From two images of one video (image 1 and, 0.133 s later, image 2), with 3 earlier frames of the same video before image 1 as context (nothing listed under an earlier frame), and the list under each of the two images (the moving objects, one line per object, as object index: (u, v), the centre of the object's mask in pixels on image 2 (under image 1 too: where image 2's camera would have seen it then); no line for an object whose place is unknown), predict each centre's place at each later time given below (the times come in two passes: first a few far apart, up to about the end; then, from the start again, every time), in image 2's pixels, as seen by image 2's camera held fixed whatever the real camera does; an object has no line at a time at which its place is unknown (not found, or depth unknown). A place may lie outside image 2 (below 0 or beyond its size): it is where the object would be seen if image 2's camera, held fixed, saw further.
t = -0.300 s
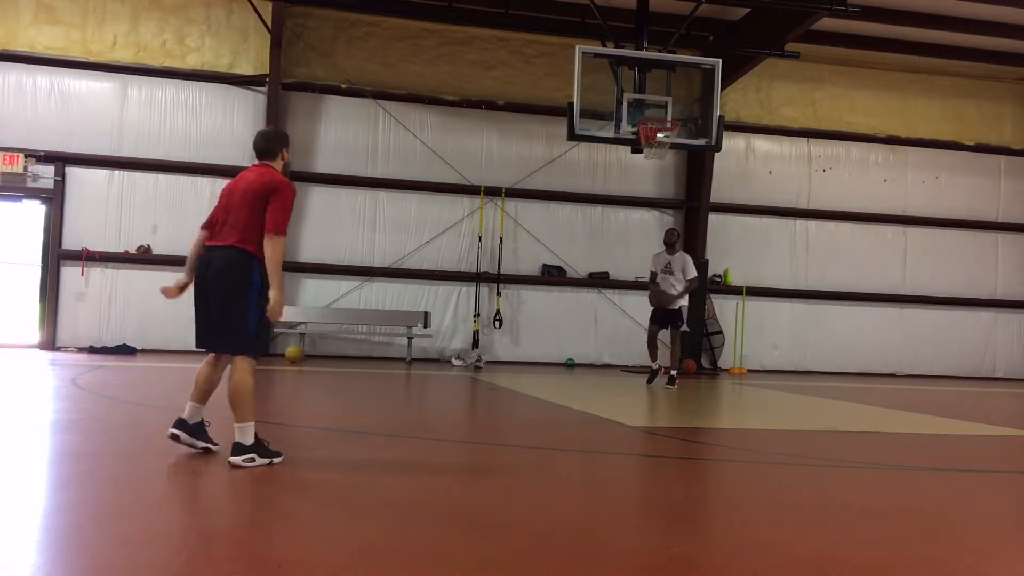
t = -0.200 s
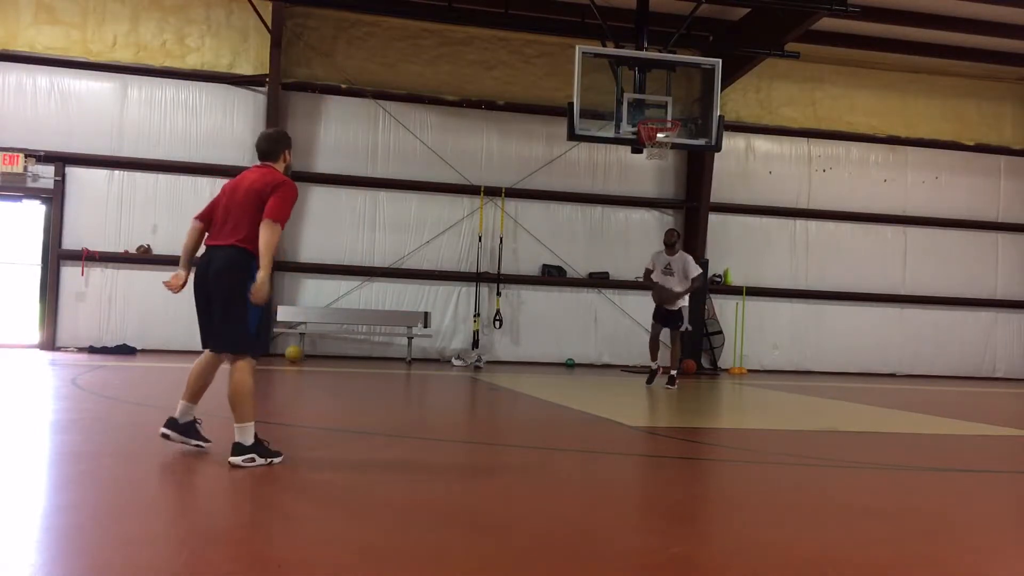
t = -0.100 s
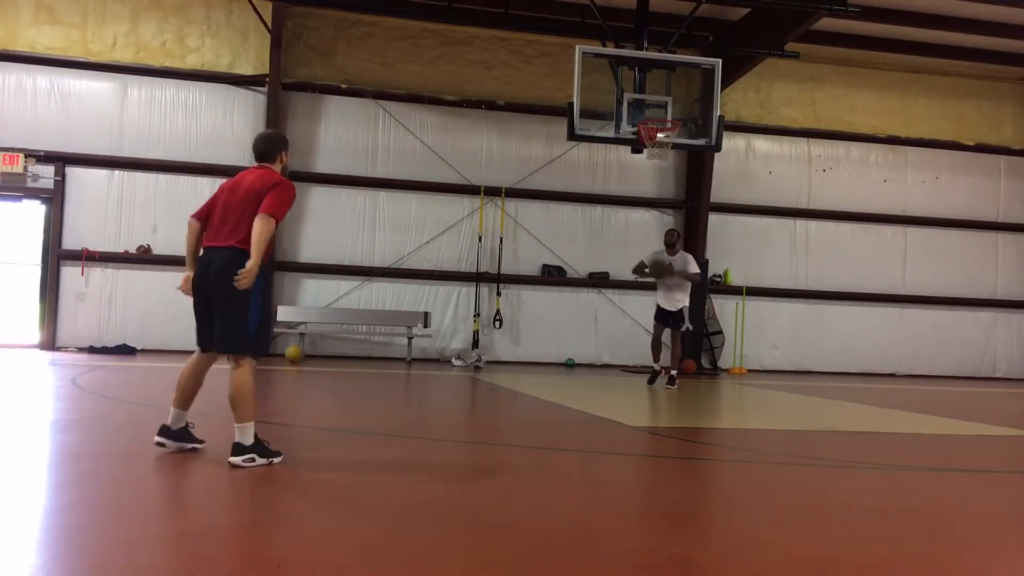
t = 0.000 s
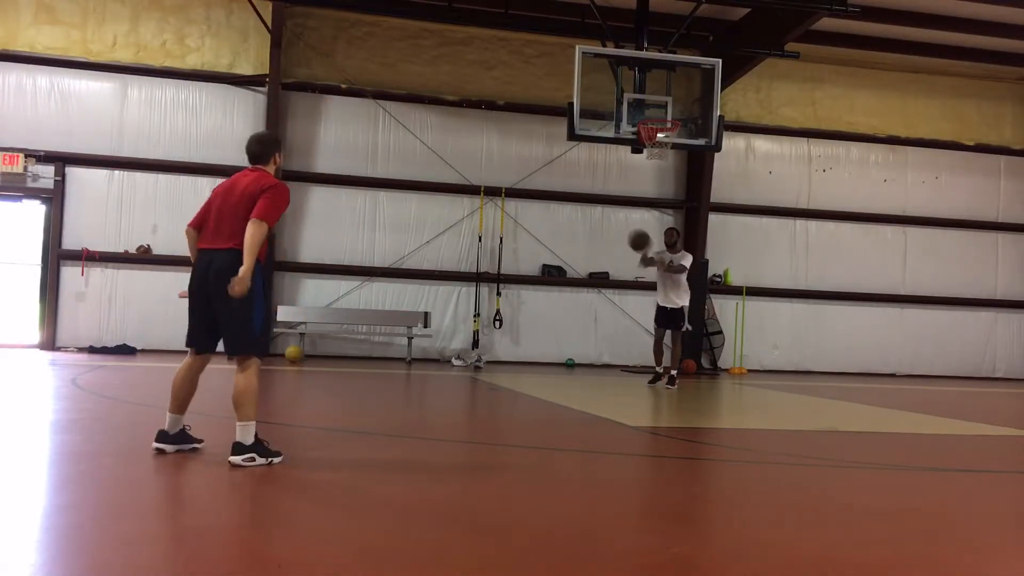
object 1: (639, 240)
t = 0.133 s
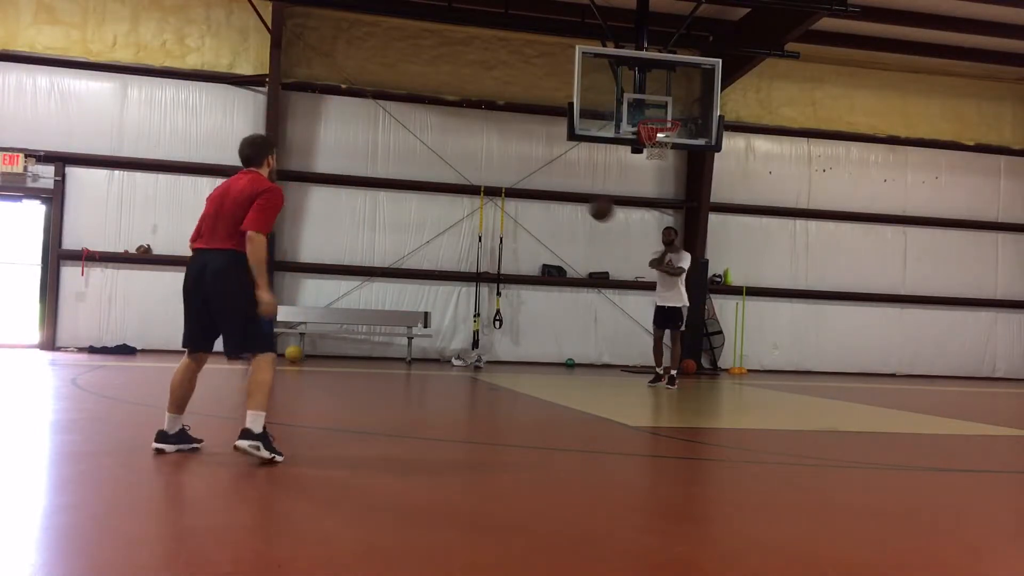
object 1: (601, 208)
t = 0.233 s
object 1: (566, 191)
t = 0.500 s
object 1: (432, 187)
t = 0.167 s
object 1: (590, 203)
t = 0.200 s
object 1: (578, 196)
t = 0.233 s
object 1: (566, 191)
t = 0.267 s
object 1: (552, 185)
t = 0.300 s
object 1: (539, 183)
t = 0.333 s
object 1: (524, 180)
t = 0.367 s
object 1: (507, 177)
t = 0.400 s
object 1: (491, 177)
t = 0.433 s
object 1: (471, 179)
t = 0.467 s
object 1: (451, 182)
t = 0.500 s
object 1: (432, 187)
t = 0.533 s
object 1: (407, 193)
